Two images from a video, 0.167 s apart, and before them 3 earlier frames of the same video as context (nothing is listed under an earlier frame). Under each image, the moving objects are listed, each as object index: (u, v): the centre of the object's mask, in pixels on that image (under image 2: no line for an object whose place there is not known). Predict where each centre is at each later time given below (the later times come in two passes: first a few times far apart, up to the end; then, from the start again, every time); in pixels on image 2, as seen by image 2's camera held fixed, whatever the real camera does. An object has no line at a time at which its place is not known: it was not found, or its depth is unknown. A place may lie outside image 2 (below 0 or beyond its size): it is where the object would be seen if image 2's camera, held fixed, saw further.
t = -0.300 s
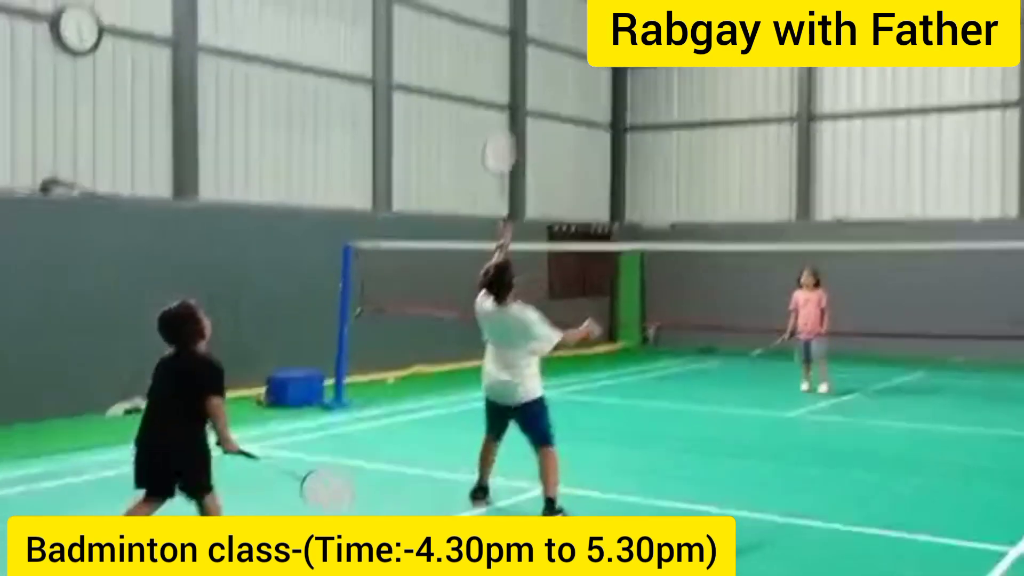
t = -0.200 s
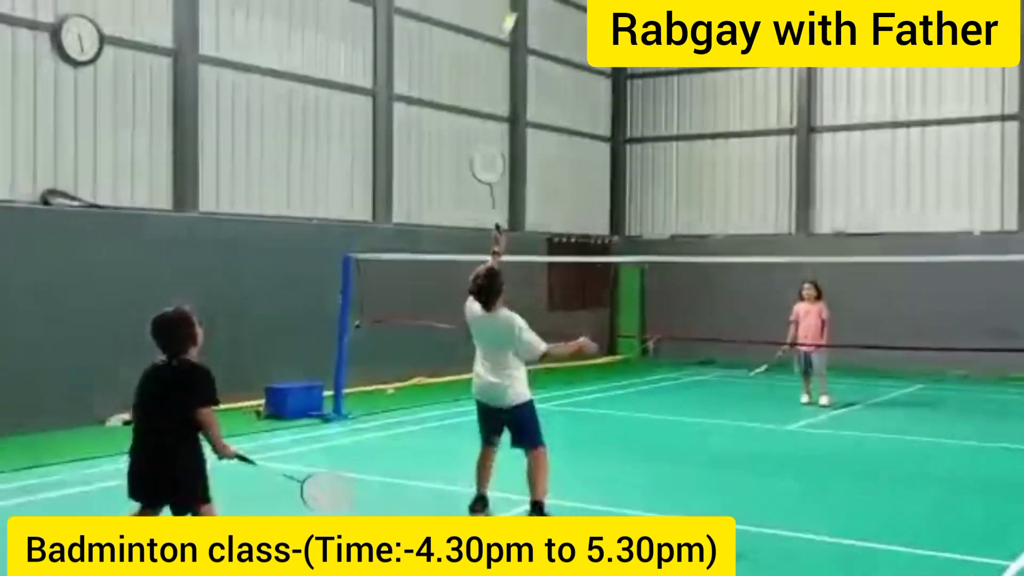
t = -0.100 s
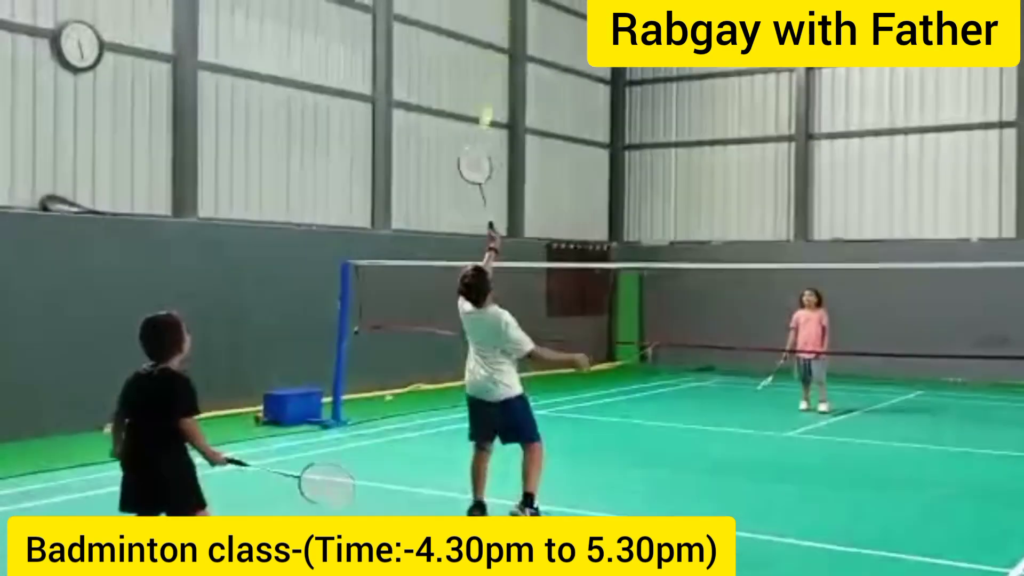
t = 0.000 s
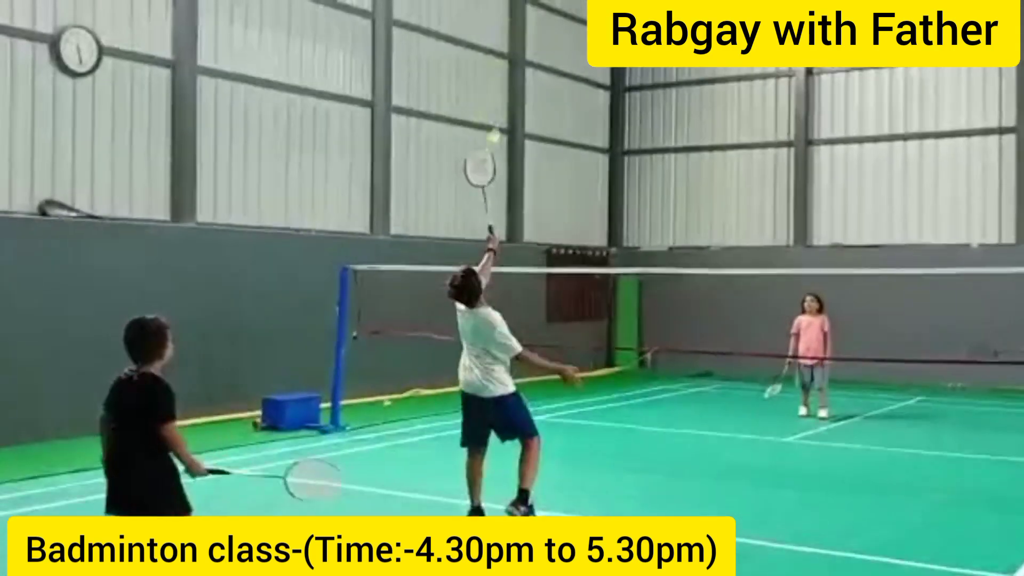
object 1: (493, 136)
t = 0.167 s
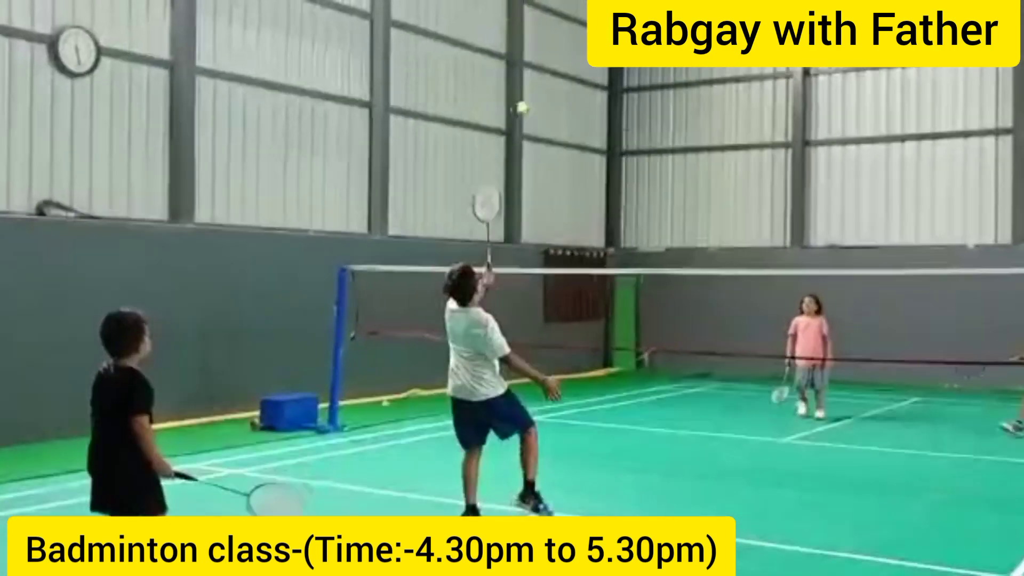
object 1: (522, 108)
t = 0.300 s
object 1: (530, 125)
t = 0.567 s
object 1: (549, 194)
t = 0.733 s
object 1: (556, 259)
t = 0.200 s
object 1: (526, 109)
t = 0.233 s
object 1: (527, 111)
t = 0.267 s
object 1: (529, 118)
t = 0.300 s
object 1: (530, 125)
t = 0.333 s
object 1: (532, 131)
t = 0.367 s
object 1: (535, 138)
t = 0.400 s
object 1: (538, 144)
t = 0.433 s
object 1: (541, 151)
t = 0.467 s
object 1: (544, 161)
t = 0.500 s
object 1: (547, 171)
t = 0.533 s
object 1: (548, 182)
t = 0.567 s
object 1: (549, 194)
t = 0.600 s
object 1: (551, 206)
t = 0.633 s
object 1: (552, 219)
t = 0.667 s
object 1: (553, 232)
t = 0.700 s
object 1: (555, 246)
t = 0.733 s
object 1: (556, 259)
